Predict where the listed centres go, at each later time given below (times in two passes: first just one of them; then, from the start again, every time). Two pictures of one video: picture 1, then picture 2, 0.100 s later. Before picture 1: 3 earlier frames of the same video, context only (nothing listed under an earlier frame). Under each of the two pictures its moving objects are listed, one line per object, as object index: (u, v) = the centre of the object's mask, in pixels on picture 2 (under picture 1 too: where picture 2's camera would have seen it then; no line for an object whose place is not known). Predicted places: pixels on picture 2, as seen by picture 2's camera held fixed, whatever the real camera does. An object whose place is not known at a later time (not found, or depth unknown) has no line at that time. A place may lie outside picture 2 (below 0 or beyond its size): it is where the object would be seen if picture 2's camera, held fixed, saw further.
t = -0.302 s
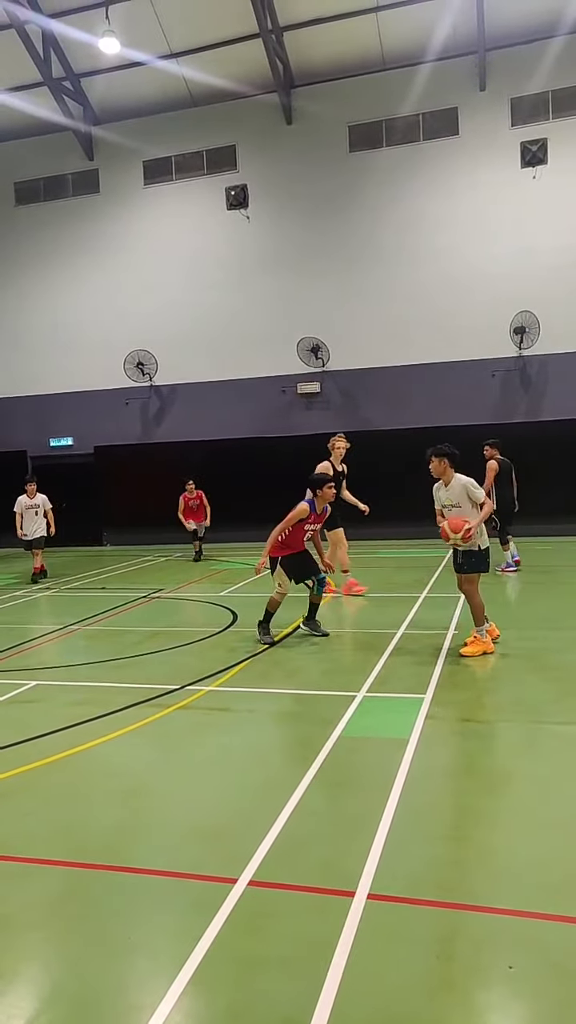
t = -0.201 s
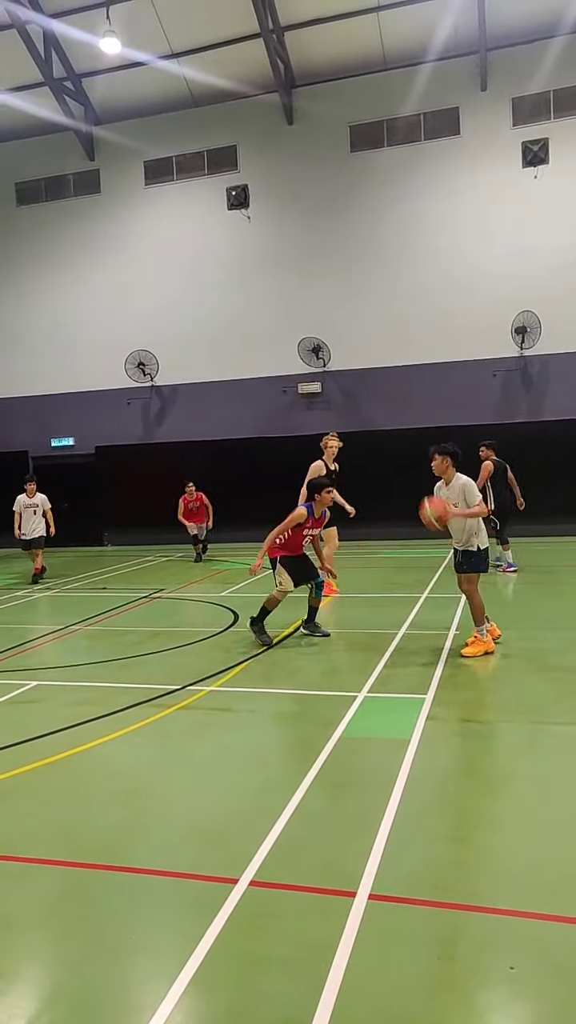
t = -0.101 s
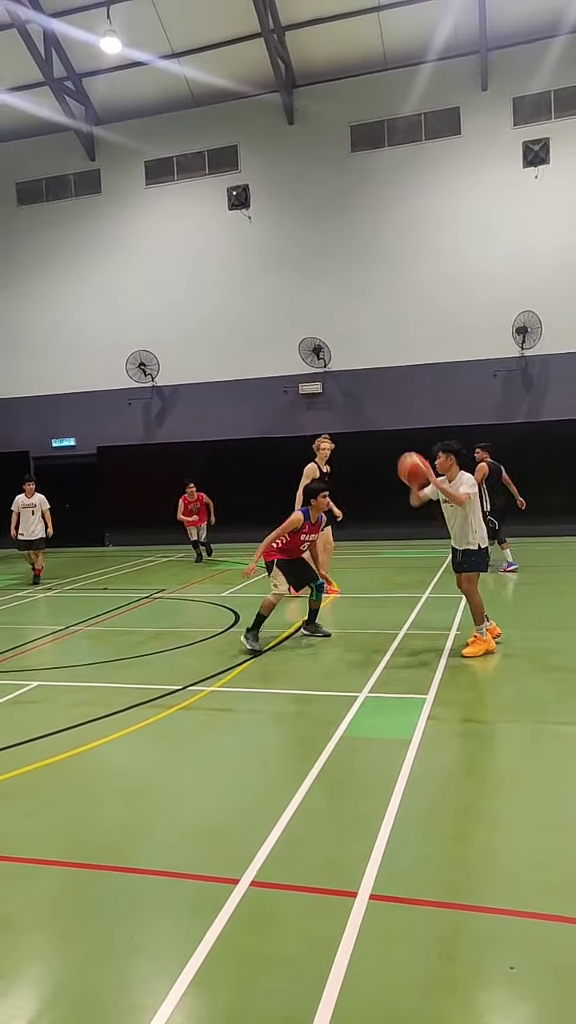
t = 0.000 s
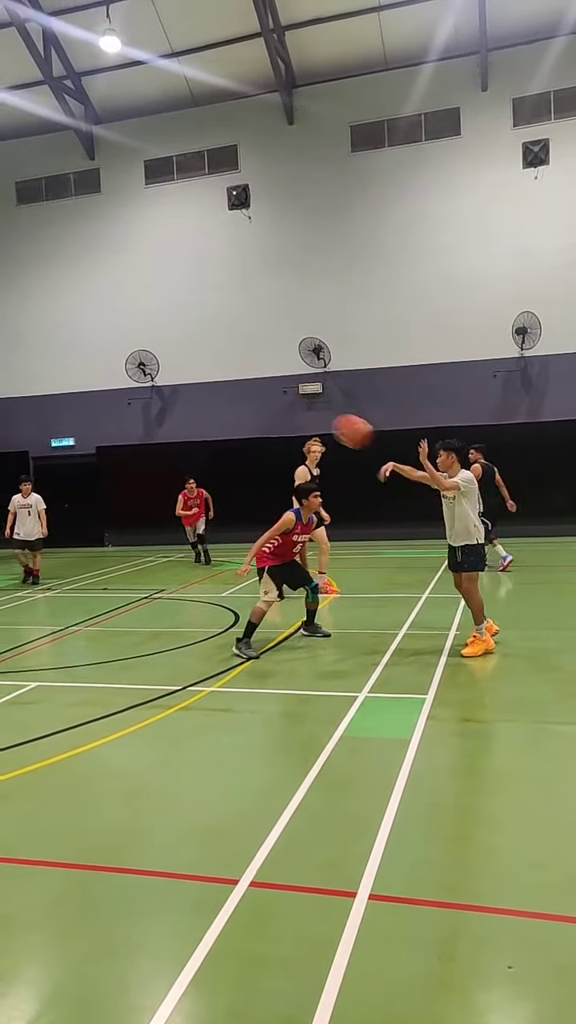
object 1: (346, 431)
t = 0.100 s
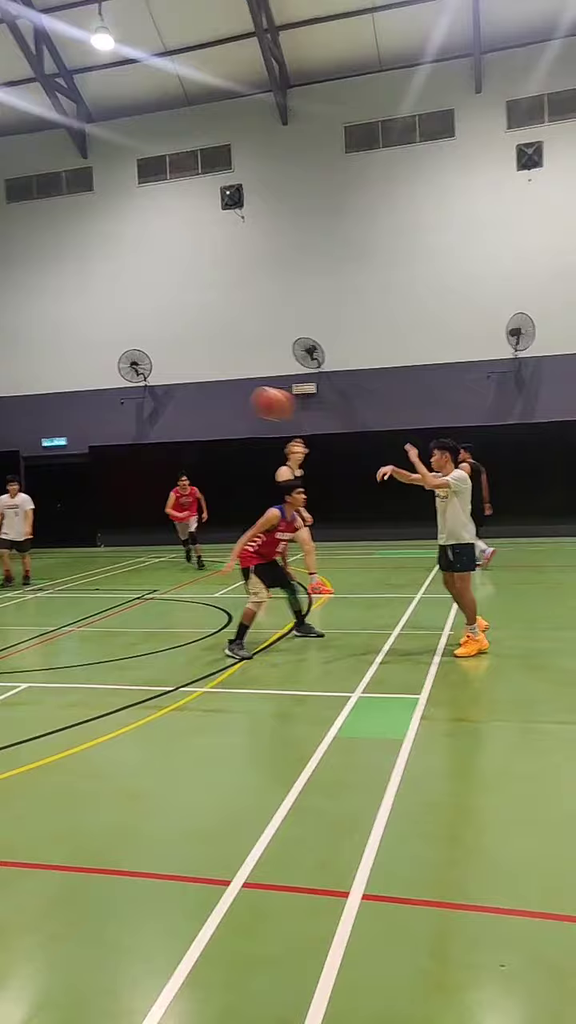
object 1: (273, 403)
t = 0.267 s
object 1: (143, 386)
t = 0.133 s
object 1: (248, 396)
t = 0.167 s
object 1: (222, 391)
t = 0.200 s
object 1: (197, 387)
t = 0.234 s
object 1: (170, 384)
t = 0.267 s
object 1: (143, 386)
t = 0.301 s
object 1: (118, 386)
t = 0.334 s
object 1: (95, 388)
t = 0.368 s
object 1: (70, 392)
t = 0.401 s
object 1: (47, 397)
